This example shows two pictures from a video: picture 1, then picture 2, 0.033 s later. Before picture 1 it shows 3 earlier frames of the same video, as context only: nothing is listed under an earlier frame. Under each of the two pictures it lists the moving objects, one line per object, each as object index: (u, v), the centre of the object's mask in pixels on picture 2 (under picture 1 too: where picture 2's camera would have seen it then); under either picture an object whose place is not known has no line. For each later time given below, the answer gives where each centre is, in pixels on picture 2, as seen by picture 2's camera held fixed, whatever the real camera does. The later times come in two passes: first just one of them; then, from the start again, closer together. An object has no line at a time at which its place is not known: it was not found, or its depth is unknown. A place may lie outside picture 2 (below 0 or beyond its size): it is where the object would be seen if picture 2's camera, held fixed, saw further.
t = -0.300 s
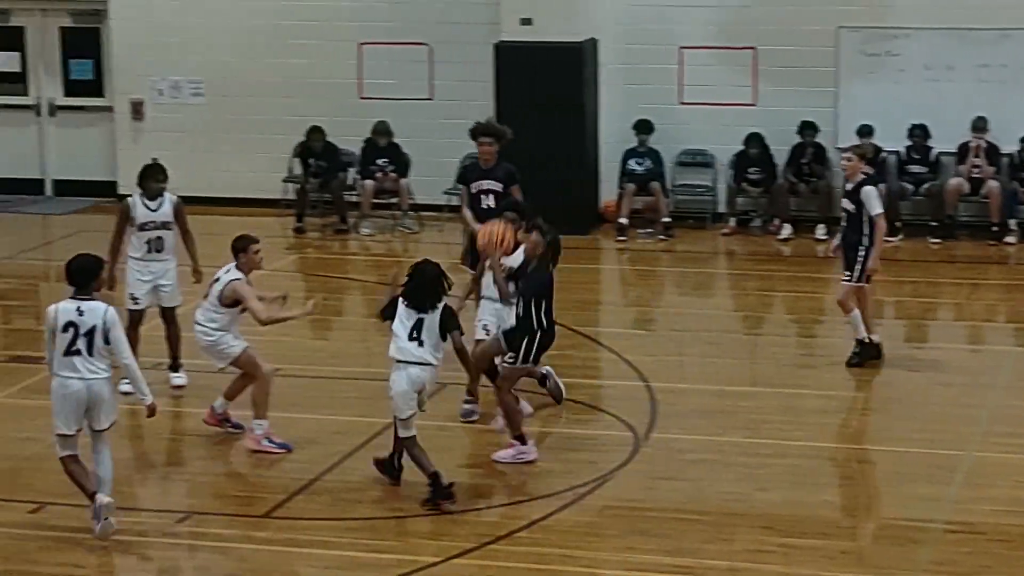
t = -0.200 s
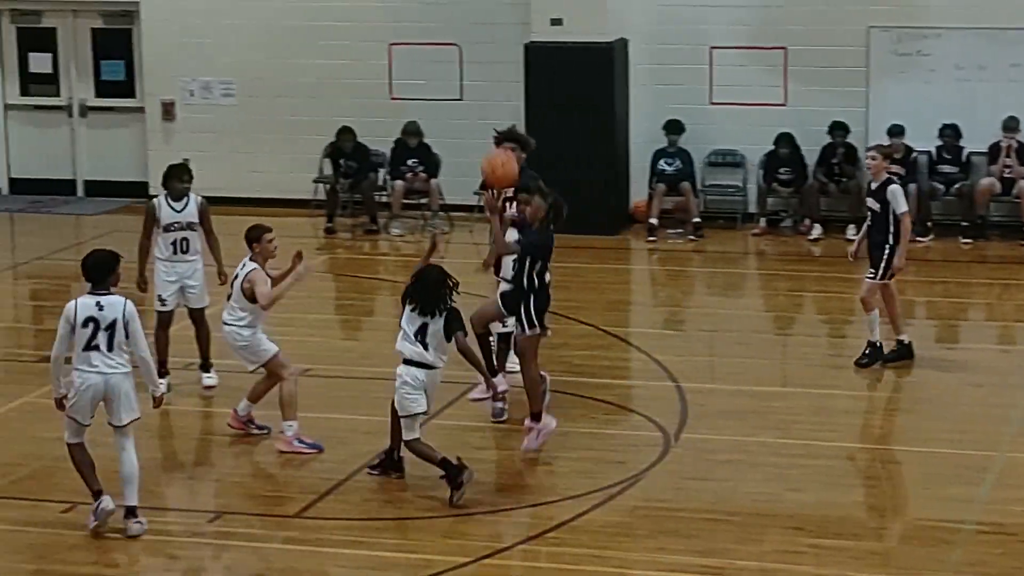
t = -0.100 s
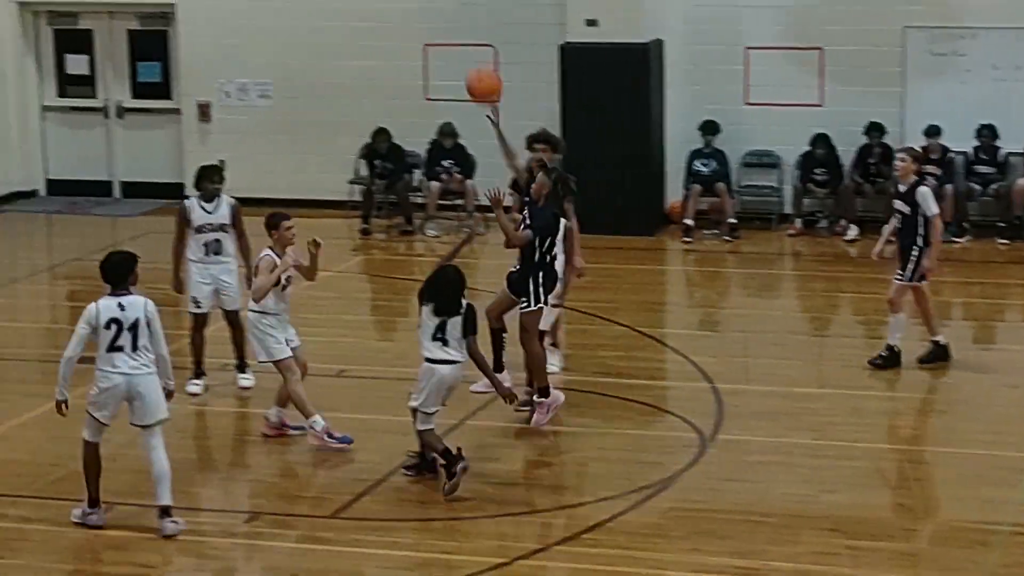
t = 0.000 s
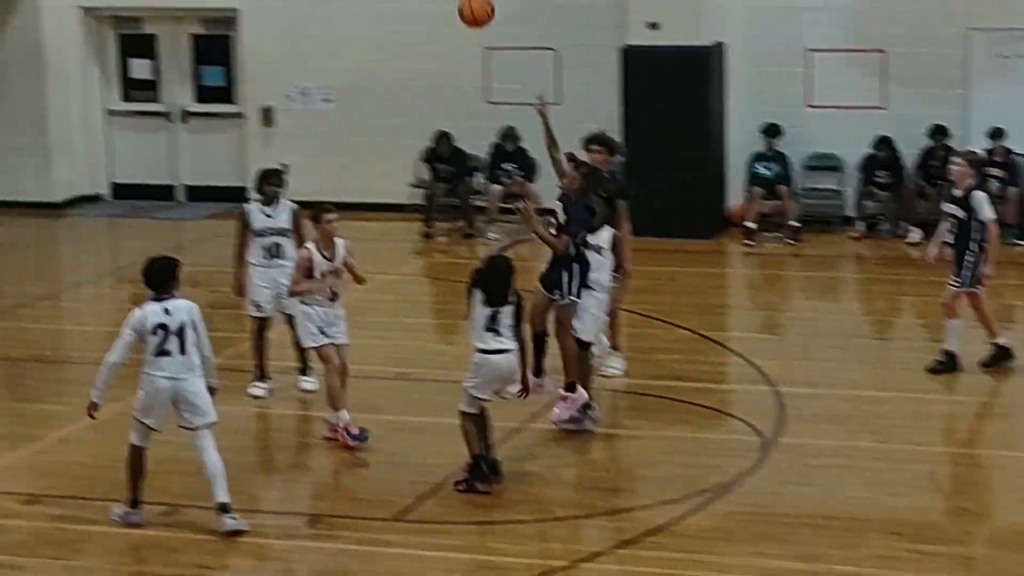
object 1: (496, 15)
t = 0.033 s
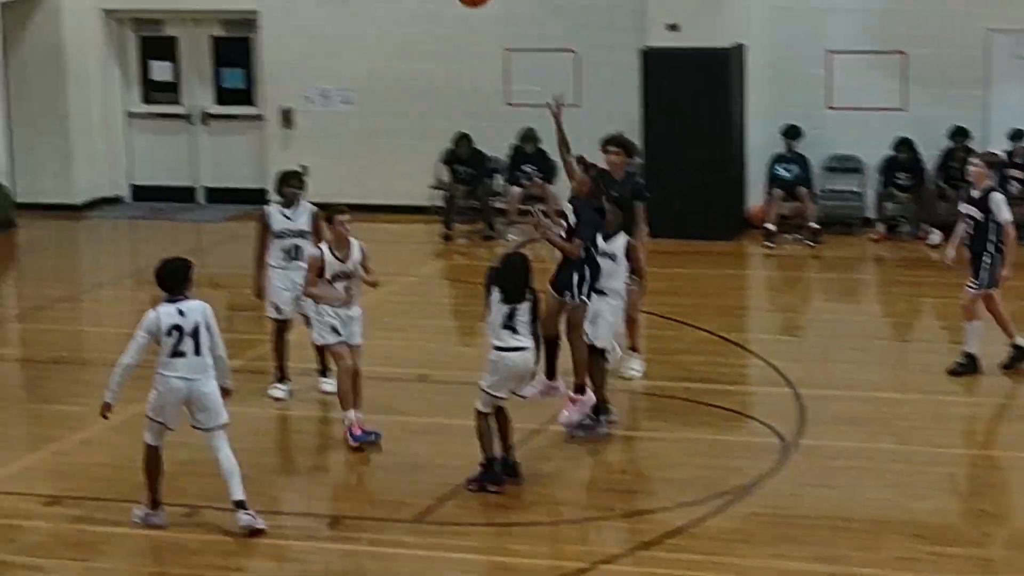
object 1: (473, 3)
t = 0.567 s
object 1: (128, -143)
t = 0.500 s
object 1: (168, -141)
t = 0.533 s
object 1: (148, -144)
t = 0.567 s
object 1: (128, -143)
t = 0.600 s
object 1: (108, -137)
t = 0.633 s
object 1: (89, -129)
